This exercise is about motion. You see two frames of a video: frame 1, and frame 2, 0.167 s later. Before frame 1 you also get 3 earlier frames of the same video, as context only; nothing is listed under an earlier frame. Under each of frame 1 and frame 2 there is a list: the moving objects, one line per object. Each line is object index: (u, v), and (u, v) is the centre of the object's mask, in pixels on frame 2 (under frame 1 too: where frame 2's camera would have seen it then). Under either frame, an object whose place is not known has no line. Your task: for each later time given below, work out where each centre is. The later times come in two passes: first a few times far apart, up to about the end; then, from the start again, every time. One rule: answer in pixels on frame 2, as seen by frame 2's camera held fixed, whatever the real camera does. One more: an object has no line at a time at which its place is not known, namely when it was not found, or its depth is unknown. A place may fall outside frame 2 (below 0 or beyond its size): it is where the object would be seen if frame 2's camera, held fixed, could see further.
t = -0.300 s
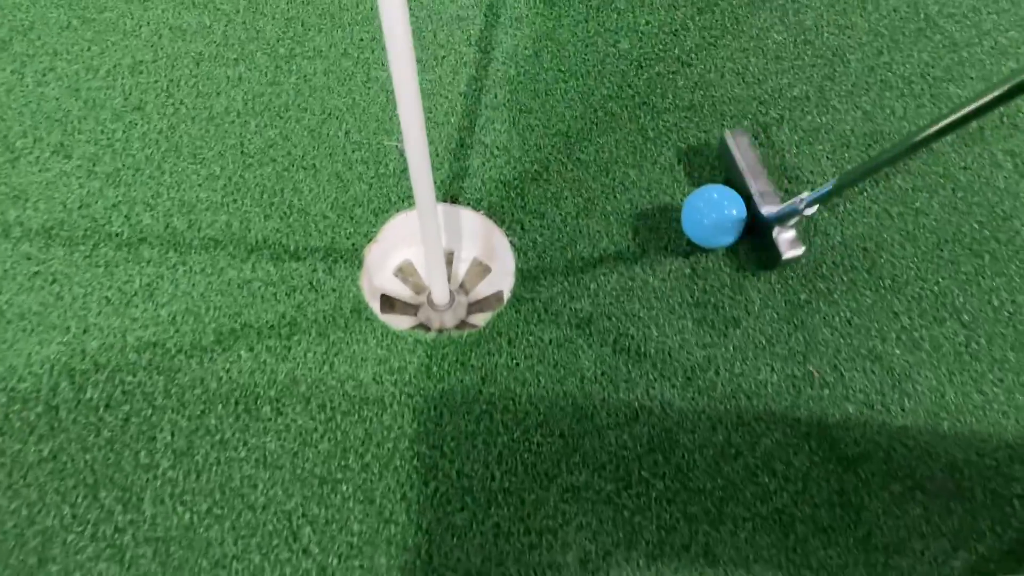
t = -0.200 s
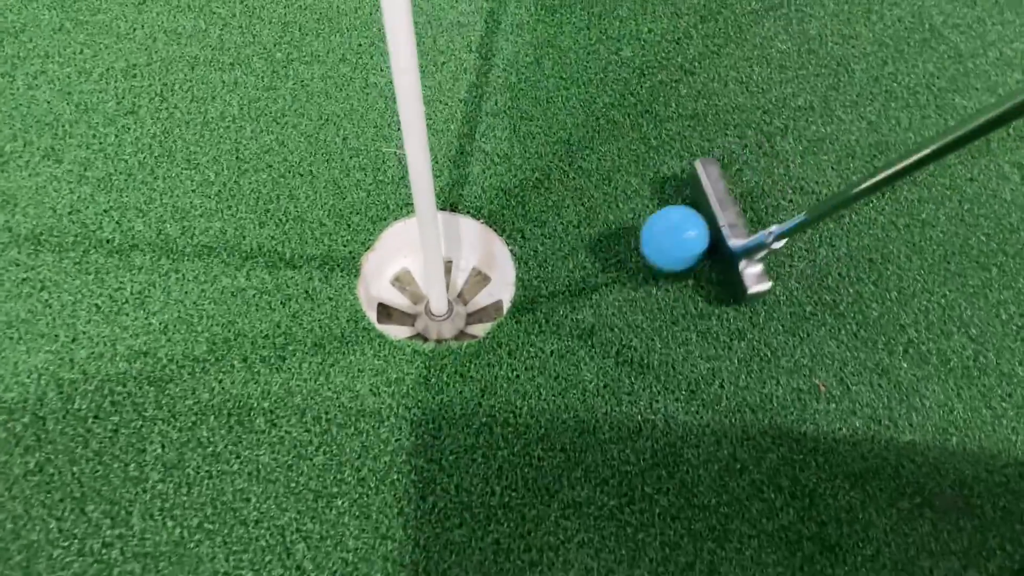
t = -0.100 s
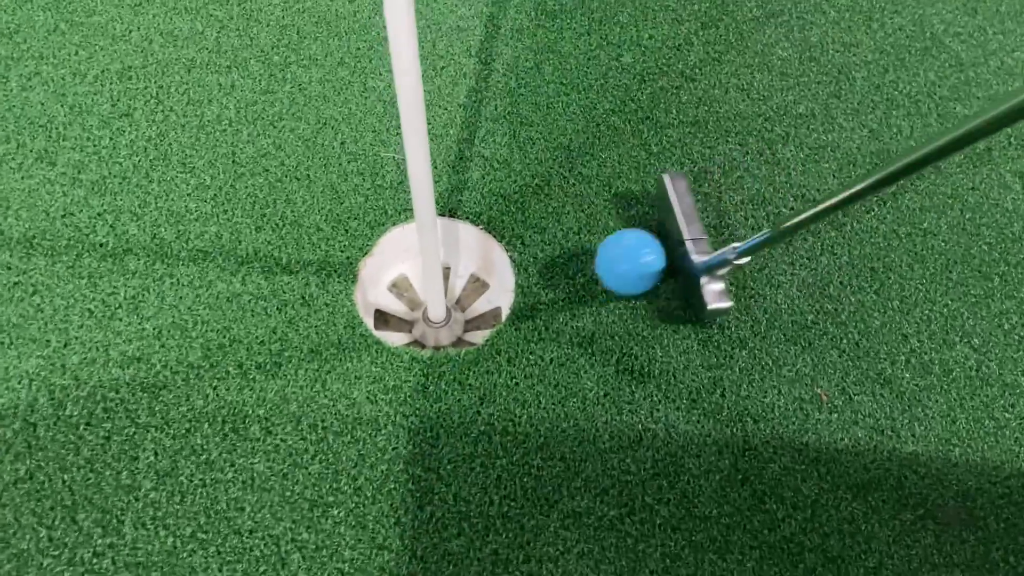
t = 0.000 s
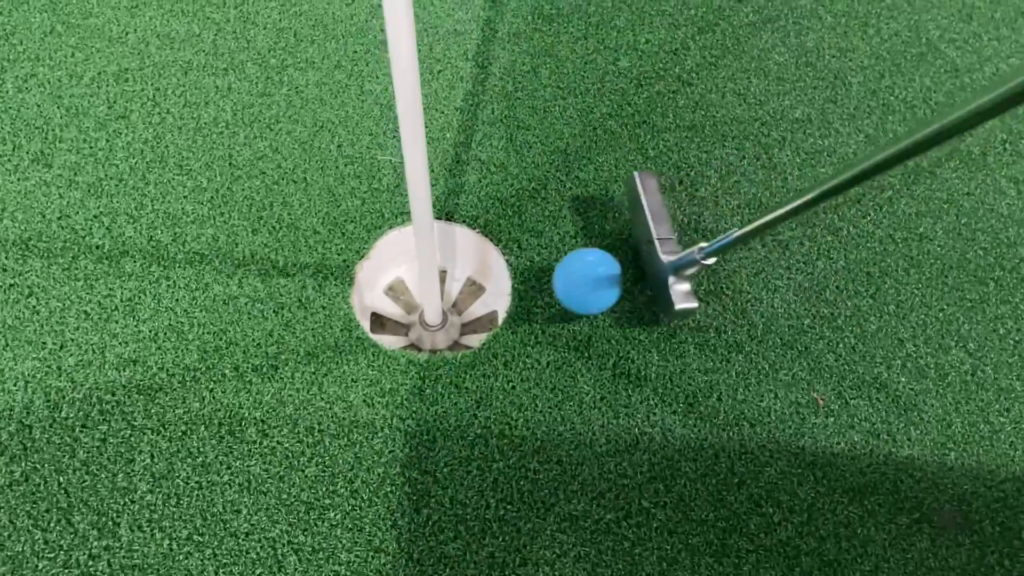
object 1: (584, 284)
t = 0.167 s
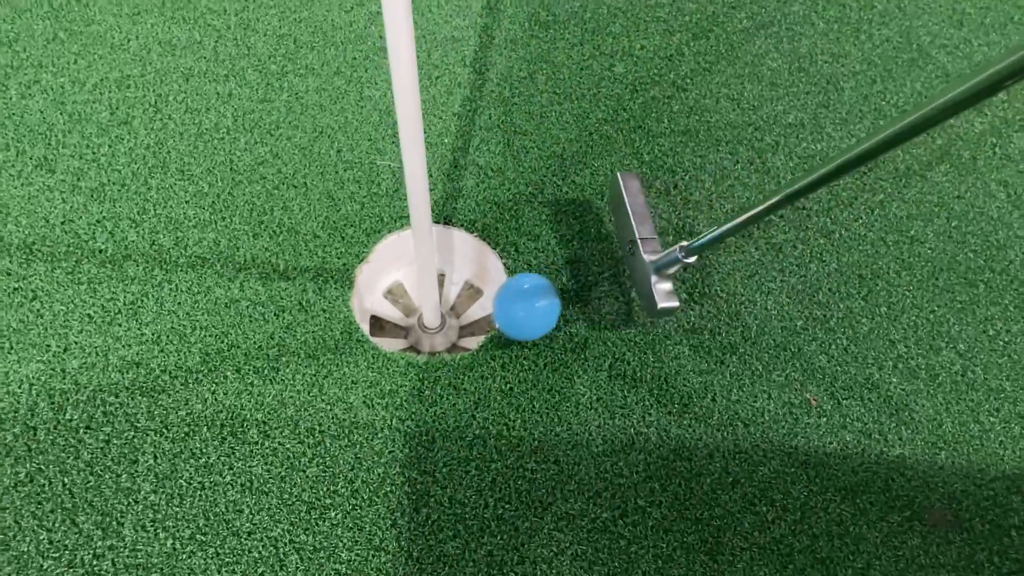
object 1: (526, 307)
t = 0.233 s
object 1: (508, 316)
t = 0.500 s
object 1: (437, 340)
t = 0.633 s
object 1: (424, 339)
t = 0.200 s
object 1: (516, 311)
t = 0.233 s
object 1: (508, 316)
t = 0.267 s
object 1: (498, 320)
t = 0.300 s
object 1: (489, 324)
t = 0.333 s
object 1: (479, 325)
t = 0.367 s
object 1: (468, 324)
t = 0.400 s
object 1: (455, 322)
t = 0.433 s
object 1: (444, 320)
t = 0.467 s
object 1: (439, 331)
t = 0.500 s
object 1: (437, 340)
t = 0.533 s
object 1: (433, 338)
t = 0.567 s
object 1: (431, 338)
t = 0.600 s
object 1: (427, 339)
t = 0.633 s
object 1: (424, 339)
